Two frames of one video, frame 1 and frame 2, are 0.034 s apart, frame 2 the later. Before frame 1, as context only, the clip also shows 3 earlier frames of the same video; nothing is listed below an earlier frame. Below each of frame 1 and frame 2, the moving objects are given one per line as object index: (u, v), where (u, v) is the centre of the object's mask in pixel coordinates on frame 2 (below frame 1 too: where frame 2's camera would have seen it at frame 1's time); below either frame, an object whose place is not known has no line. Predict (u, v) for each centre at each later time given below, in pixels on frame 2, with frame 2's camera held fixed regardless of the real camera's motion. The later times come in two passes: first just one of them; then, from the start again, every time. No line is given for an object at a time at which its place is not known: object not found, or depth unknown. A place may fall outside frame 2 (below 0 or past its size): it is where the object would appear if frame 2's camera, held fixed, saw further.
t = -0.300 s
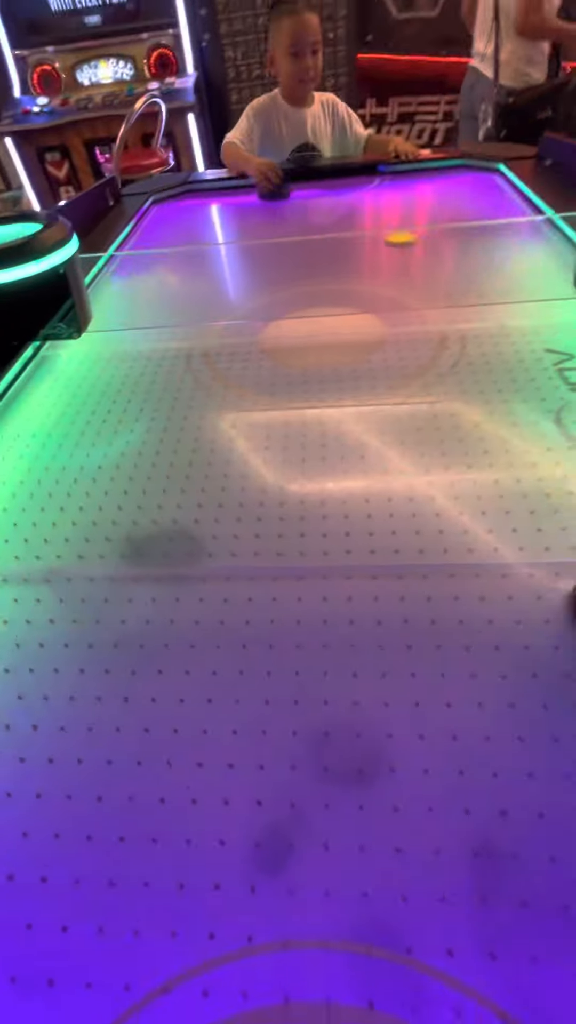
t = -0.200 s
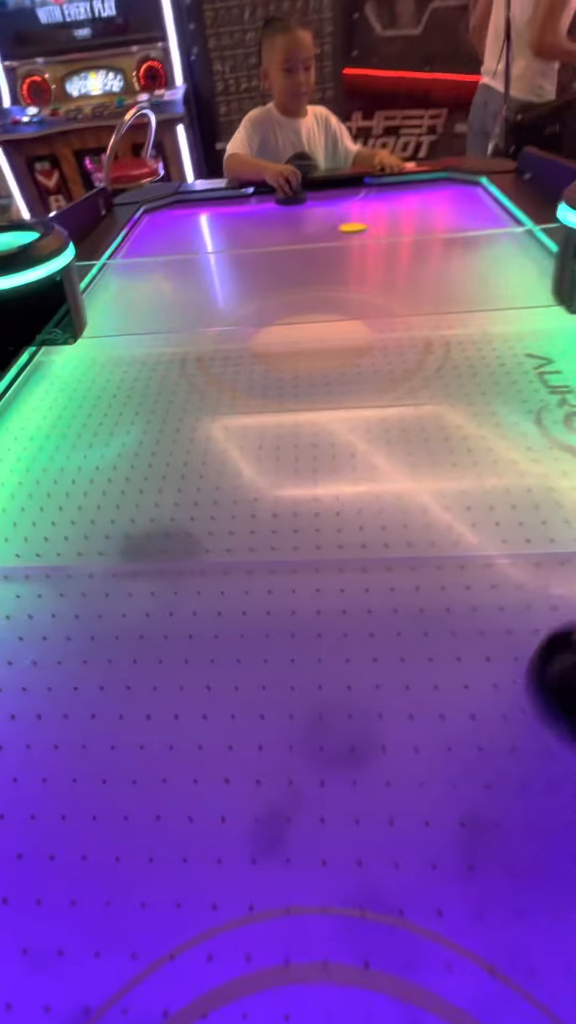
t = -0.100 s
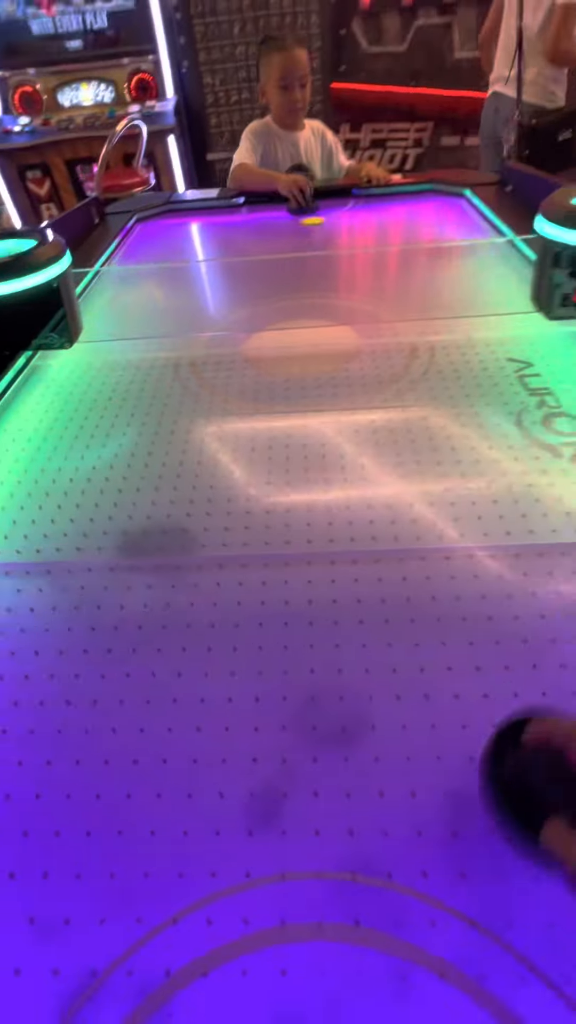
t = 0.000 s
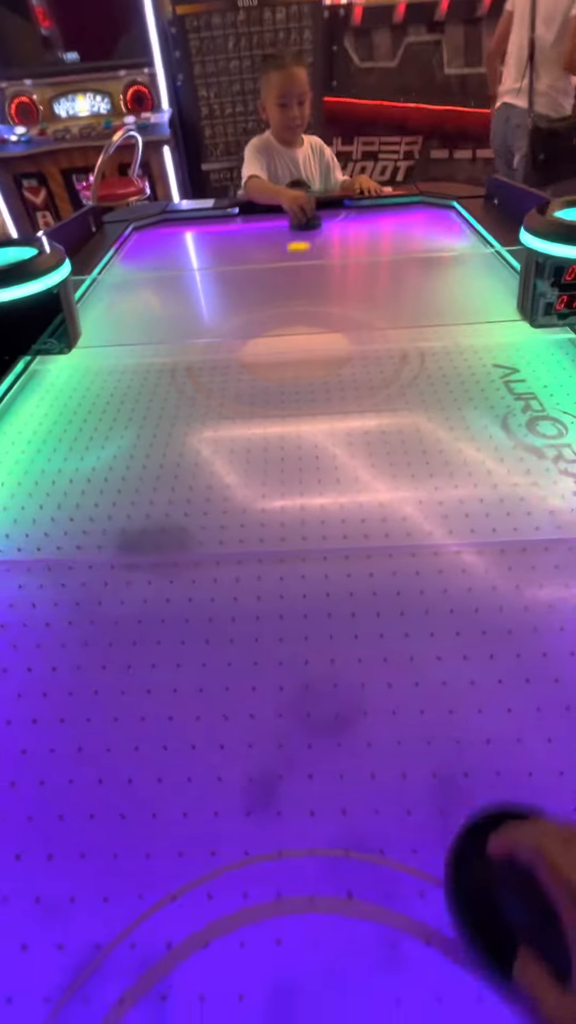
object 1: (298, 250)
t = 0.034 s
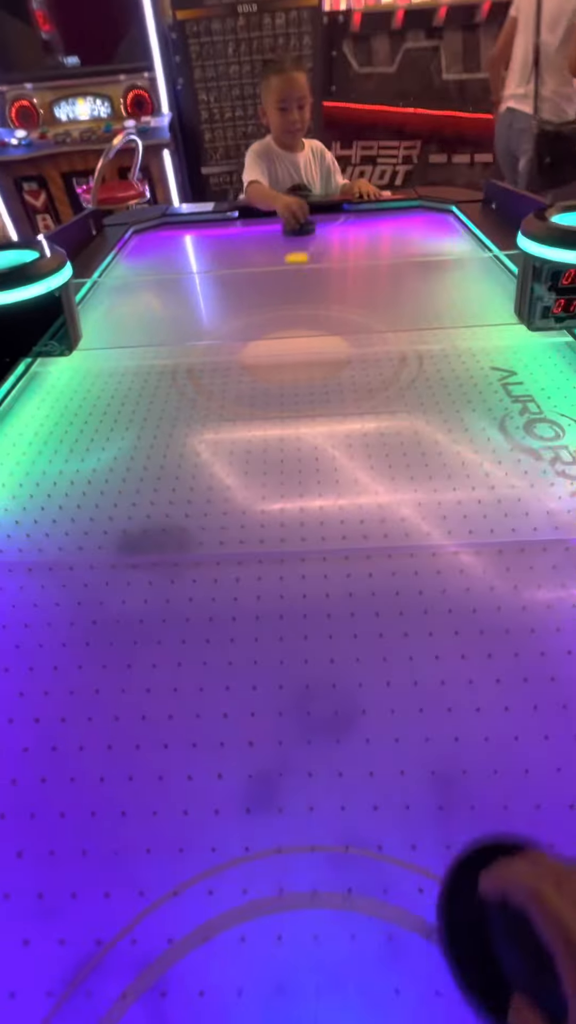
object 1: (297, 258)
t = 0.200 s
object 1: (289, 309)
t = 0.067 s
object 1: (295, 267)
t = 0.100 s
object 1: (293, 276)
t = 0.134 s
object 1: (292, 286)
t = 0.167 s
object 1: (291, 297)
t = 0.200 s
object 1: (289, 309)
